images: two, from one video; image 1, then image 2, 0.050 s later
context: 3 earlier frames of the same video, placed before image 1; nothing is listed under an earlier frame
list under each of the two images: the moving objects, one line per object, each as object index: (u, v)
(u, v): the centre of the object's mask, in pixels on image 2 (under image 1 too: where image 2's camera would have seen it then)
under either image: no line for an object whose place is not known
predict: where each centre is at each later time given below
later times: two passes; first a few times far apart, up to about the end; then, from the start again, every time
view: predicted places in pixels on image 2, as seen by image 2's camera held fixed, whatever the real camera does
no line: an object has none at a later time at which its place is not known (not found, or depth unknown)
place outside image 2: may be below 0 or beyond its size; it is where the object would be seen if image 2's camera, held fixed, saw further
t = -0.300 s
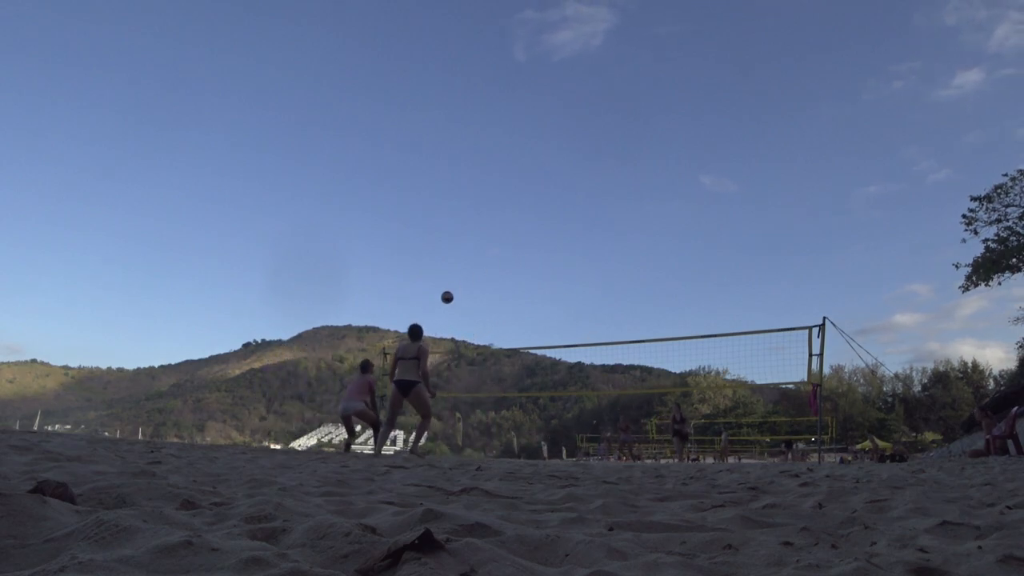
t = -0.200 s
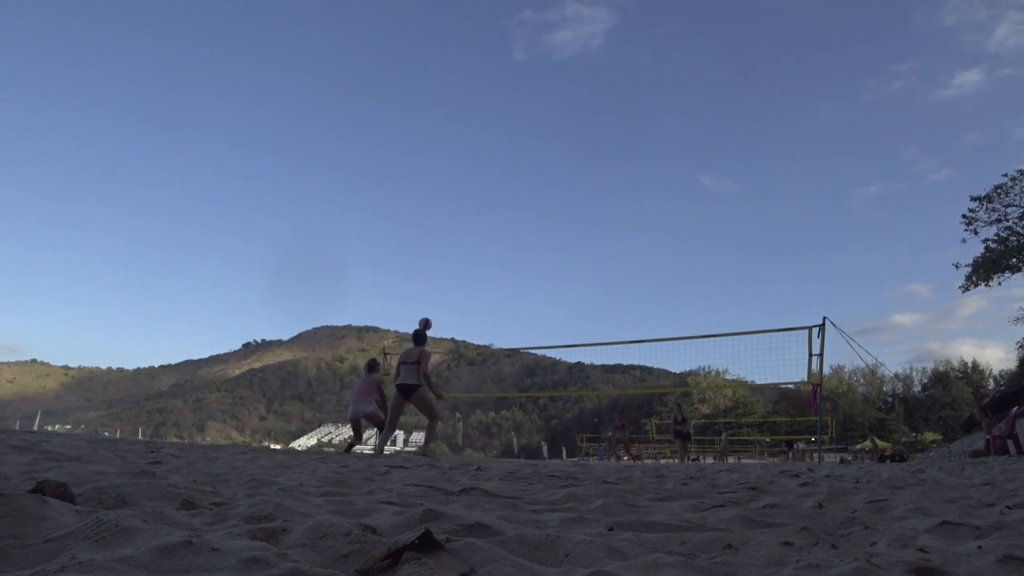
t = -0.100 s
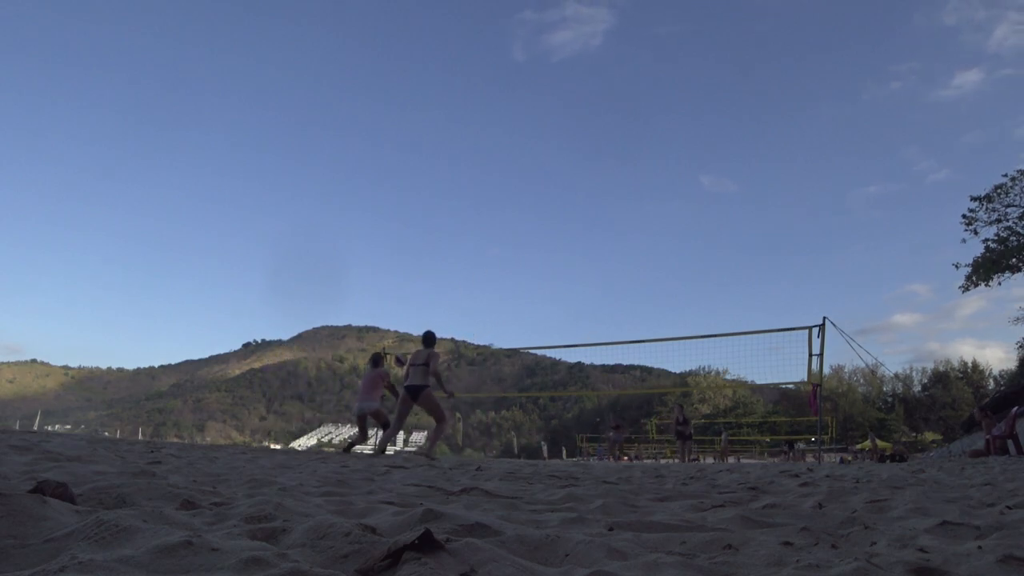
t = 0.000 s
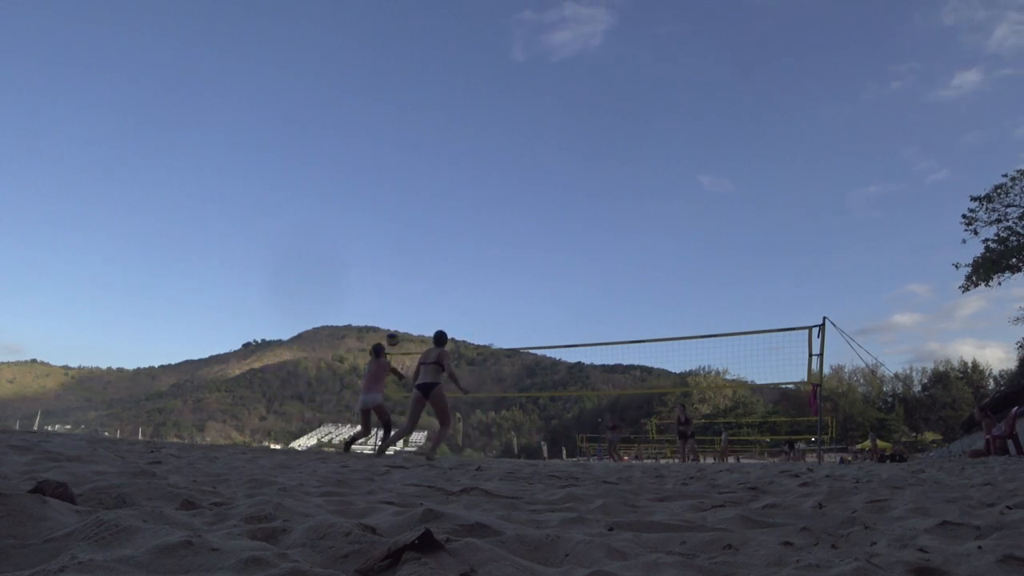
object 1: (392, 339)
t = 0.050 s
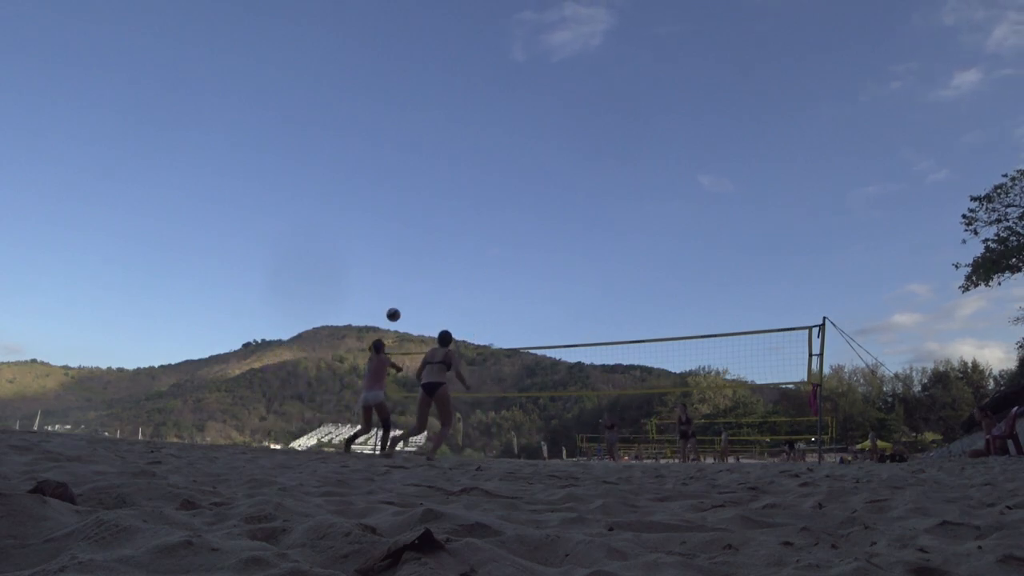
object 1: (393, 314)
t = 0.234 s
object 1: (396, 244)
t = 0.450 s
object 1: (399, 193)
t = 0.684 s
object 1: (399, 171)
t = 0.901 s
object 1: (398, 176)
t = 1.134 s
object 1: (394, 209)
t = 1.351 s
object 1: (390, 265)
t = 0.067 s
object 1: (393, 307)
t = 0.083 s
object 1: (393, 299)
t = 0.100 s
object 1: (394, 292)
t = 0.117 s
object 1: (394, 285)
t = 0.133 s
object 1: (394, 279)
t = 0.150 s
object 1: (394, 272)
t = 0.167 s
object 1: (395, 266)
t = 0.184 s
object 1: (395, 260)
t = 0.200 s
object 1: (395, 255)
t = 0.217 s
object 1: (395, 249)
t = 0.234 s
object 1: (396, 244)
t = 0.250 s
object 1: (396, 239)
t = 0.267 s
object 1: (396, 234)
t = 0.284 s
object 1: (396, 229)
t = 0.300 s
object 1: (397, 225)
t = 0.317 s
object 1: (397, 220)
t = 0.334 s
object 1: (397, 216)
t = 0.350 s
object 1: (397, 212)
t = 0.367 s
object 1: (398, 209)
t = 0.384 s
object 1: (398, 205)
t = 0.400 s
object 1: (398, 202)
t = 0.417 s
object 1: (398, 199)
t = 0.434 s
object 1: (398, 196)
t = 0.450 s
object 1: (399, 193)
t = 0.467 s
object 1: (399, 190)
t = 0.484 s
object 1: (399, 188)
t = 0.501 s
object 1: (399, 186)
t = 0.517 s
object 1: (399, 183)
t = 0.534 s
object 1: (399, 182)
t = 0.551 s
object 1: (399, 180)
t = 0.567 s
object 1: (399, 178)
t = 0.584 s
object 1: (399, 176)
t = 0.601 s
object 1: (399, 175)
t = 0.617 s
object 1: (399, 174)
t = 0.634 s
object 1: (399, 173)
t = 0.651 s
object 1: (399, 172)
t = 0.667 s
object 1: (399, 172)
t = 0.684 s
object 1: (399, 171)
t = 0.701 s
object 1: (399, 171)
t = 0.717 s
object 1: (399, 170)
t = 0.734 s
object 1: (399, 170)
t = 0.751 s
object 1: (399, 170)
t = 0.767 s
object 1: (399, 170)
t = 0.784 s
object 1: (399, 170)
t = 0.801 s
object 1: (398, 171)
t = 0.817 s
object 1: (398, 171)
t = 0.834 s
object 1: (398, 172)
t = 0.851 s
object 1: (398, 173)
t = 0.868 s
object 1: (398, 174)
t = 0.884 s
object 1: (398, 175)
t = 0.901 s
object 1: (398, 176)
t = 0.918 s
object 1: (398, 178)
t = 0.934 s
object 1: (397, 179)
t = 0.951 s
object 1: (397, 181)
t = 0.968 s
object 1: (397, 183)
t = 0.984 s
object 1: (397, 185)
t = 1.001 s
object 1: (396, 187)
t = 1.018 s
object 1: (396, 189)
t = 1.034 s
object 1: (396, 192)
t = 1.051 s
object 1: (396, 194)
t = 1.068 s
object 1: (396, 197)
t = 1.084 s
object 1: (395, 200)
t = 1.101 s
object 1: (395, 203)
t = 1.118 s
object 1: (395, 206)
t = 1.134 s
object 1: (394, 209)
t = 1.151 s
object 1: (394, 212)
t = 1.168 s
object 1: (394, 216)
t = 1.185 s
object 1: (394, 220)
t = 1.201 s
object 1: (393, 224)
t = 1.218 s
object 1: (393, 228)
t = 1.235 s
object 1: (393, 232)
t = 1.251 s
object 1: (392, 236)
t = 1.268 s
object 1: (392, 241)
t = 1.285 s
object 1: (392, 245)
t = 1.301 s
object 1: (391, 250)
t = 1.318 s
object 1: (391, 255)
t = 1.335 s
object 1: (391, 260)
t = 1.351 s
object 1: (390, 265)
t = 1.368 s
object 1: (390, 271)
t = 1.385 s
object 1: (390, 276)
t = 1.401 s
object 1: (389, 282)
